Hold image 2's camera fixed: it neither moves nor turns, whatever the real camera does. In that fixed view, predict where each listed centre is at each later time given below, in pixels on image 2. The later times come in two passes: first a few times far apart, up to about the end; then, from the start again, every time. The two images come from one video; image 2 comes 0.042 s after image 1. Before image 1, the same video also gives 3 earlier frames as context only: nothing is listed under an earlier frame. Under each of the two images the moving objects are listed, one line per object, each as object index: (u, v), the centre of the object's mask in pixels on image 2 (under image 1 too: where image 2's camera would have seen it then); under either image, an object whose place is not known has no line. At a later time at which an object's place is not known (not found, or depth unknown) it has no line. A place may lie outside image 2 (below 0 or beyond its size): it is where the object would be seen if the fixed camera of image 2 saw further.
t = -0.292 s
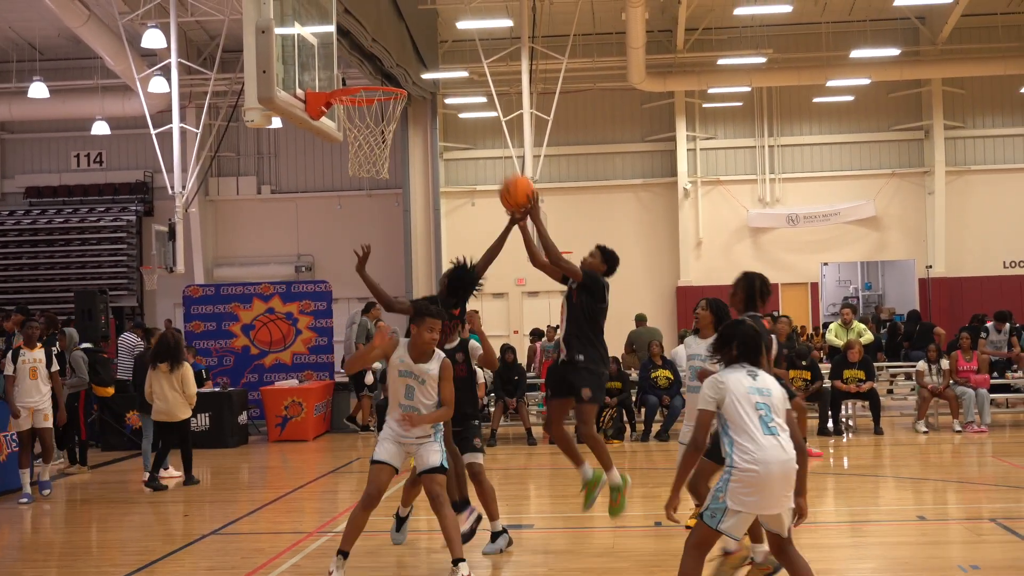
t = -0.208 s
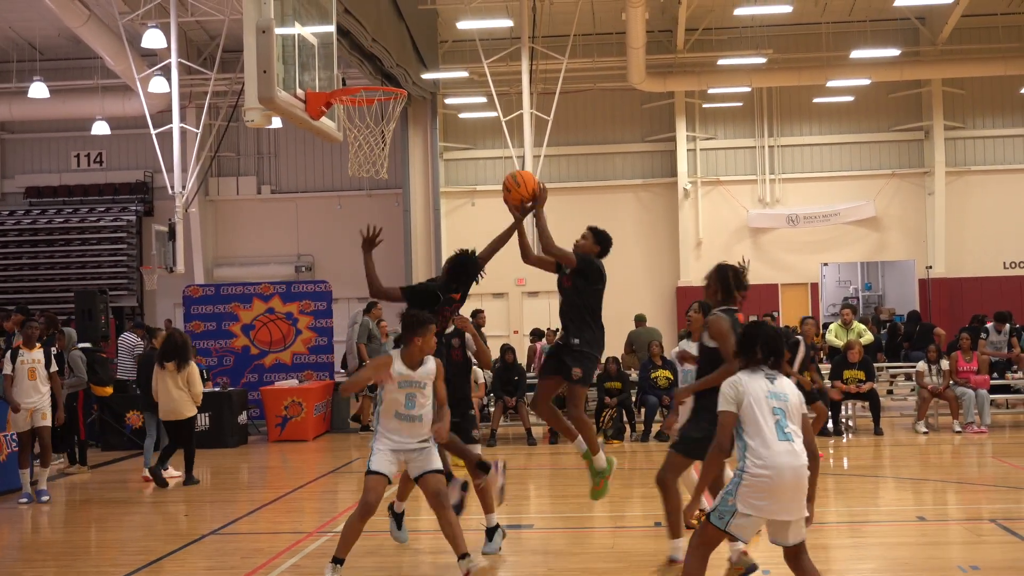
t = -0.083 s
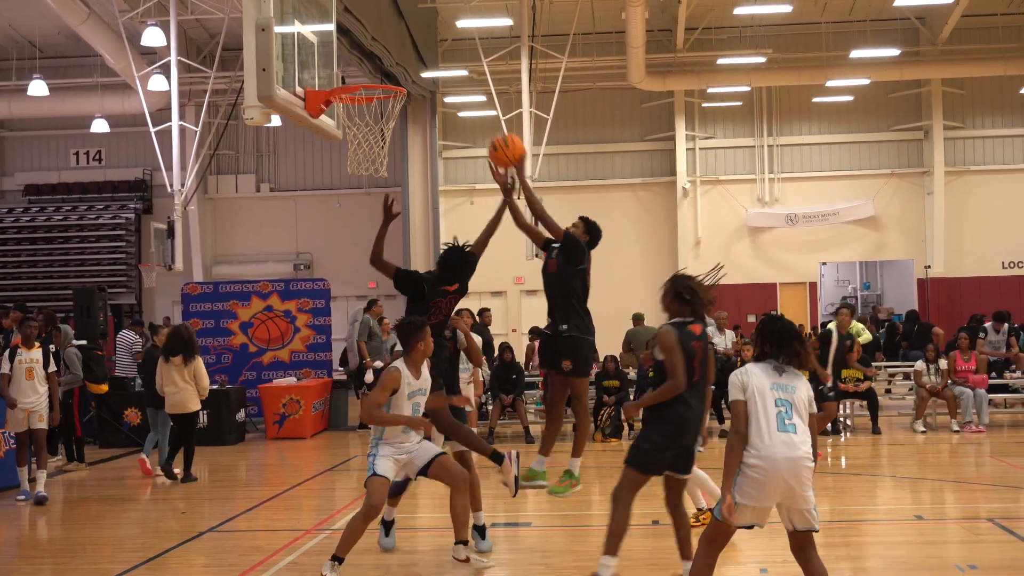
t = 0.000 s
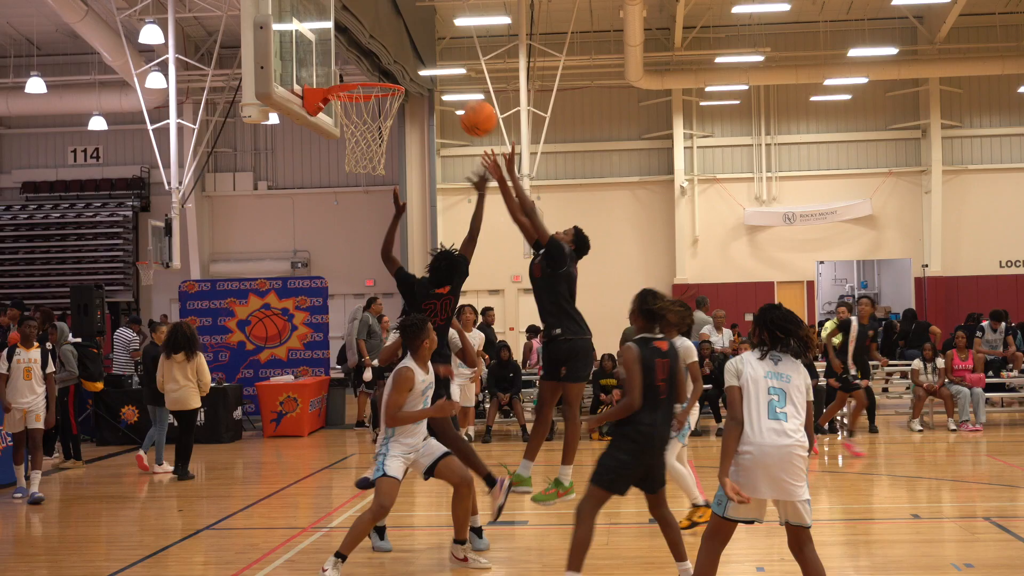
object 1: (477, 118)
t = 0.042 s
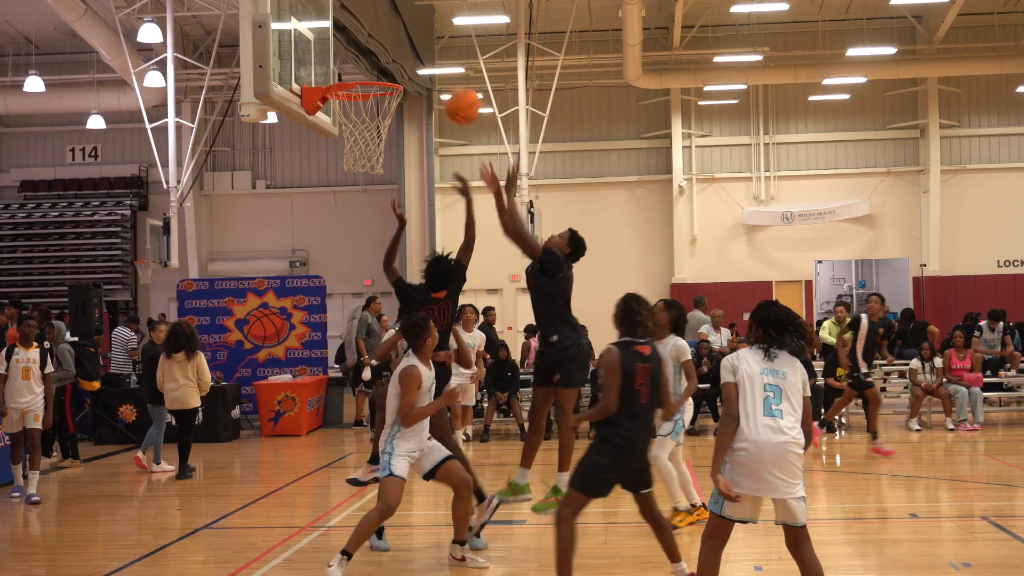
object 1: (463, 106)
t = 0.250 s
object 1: (437, 79)
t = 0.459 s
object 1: (500, 112)
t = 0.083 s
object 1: (450, 97)
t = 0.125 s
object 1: (437, 91)
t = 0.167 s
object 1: (423, 86)
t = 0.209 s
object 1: (425, 82)
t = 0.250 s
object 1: (437, 79)
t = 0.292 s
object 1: (450, 81)
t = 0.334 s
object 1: (462, 84)
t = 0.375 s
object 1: (474, 90)
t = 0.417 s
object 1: (487, 100)
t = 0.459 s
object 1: (500, 112)
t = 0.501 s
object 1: (511, 126)
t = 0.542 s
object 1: (524, 145)
